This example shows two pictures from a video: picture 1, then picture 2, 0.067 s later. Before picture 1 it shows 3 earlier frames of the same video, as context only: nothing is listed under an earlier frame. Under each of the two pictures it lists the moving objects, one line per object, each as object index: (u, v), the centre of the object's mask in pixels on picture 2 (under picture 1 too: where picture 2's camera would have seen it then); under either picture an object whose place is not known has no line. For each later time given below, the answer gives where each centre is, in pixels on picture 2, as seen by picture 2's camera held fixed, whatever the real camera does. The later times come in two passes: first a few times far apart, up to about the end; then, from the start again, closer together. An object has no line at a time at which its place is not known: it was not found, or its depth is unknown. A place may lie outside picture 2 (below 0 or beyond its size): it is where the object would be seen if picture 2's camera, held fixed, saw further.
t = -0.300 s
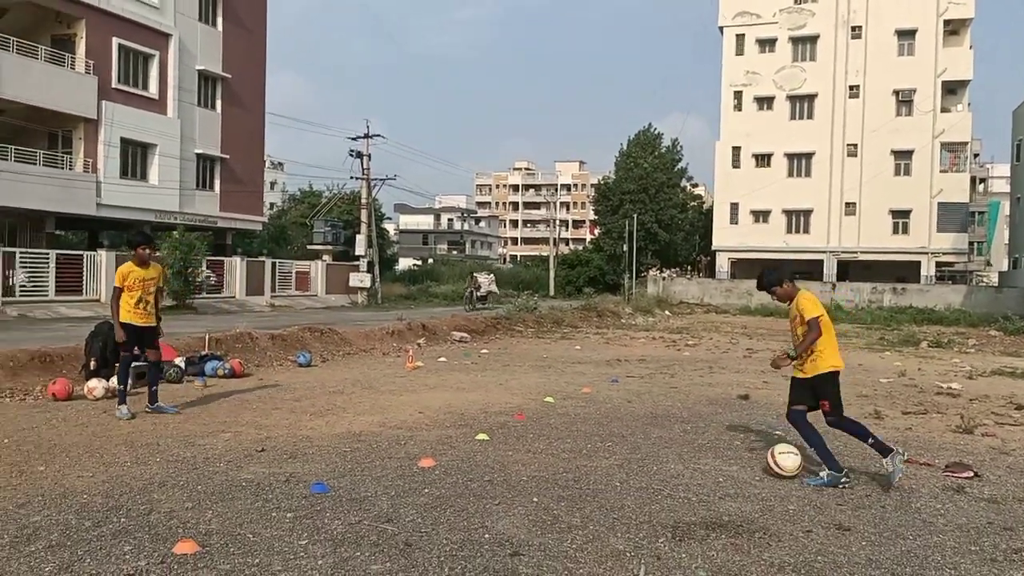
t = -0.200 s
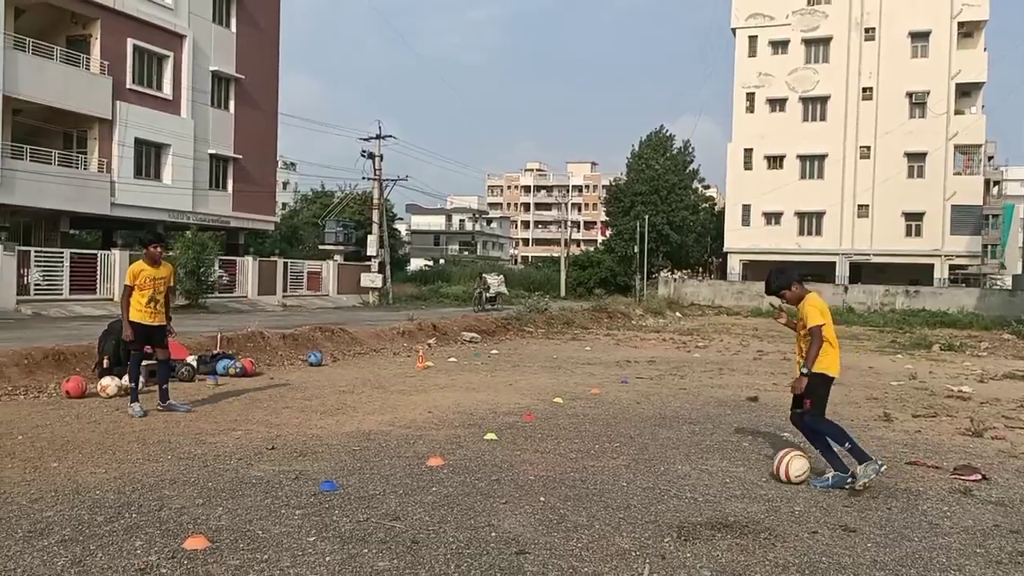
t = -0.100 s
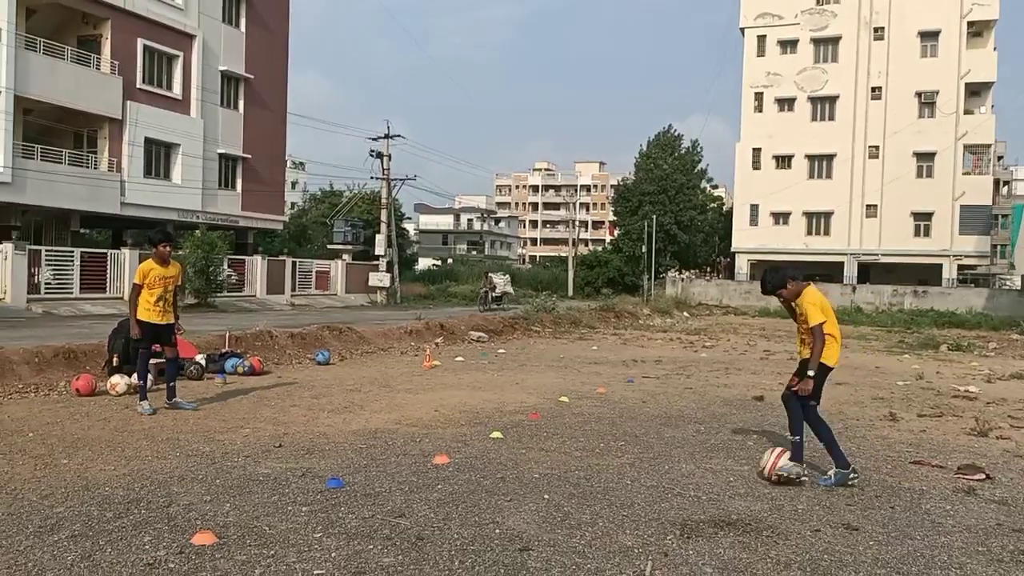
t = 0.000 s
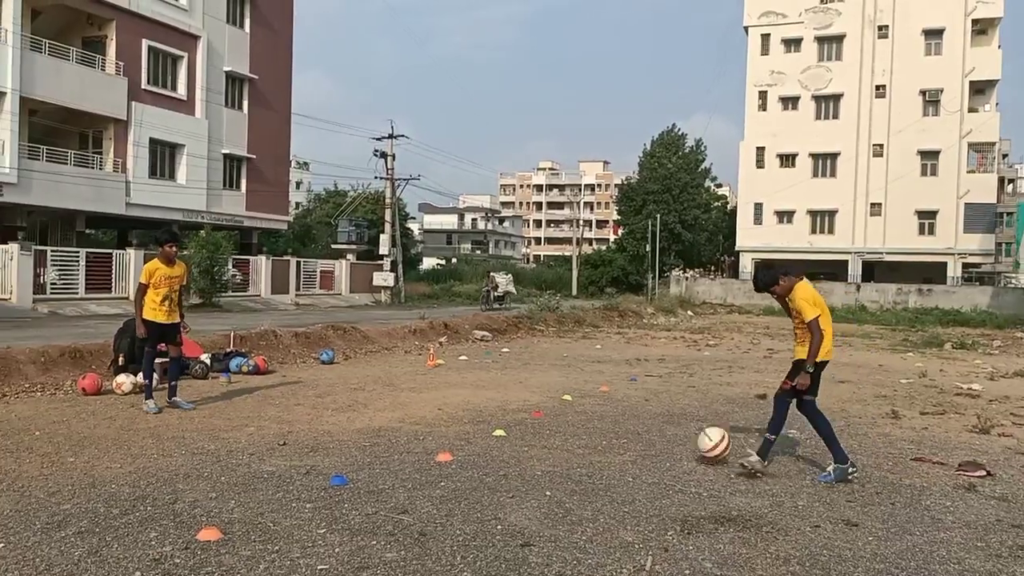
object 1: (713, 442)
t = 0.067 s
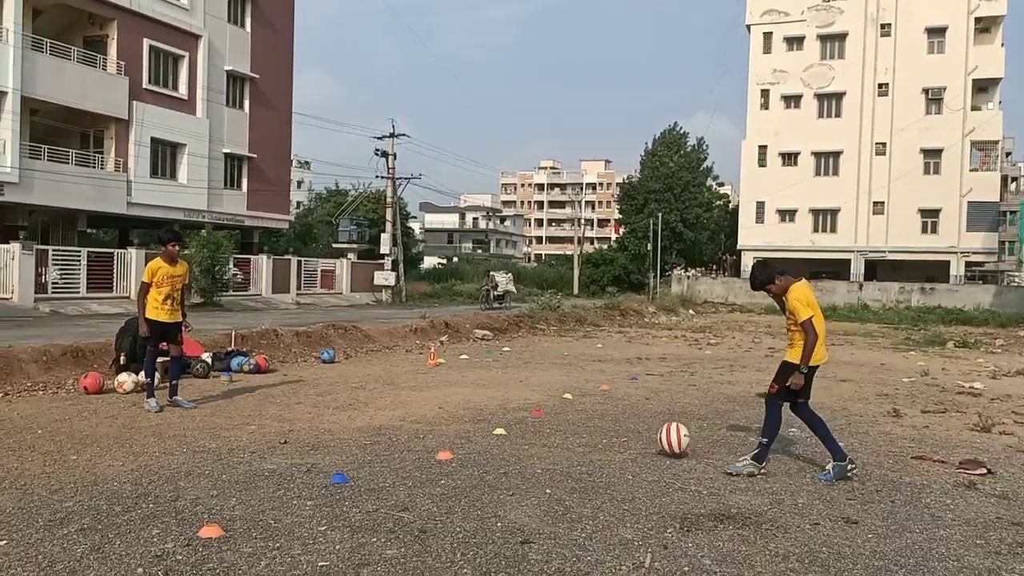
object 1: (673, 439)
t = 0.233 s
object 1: (602, 422)
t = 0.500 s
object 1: (512, 413)
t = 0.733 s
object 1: (447, 411)
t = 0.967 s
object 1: (392, 405)
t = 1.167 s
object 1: (360, 398)
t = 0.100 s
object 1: (654, 439)
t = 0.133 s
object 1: (638, 436)
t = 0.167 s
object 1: (625, 431)
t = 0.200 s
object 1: (614, 426)
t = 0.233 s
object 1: (602, 422)
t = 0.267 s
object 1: (589, 420)
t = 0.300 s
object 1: (575, 421)
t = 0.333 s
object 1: (564, 423)
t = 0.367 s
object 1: (553, 427)
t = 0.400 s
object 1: (542, 423)
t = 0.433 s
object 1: (533, 418)
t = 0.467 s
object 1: (522, 414)
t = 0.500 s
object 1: (512, 413)
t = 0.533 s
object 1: (502, 412)
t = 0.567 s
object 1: (492, 413)
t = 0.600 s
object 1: (483, 417)
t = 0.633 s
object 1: (474, 415)
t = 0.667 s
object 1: (465, 412)
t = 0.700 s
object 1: (456, 411)
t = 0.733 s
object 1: (447, 411)
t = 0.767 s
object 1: (439, 410)
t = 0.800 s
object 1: (430, 408)
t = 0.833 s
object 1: (423, 408)
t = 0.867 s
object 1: (414, 406)
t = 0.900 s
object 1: (407, 405)
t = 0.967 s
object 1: (392, 405)
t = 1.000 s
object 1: (385, 401)
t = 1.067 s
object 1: (372, 400)
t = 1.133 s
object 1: (365, 400)
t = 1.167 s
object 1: (360, 398)
